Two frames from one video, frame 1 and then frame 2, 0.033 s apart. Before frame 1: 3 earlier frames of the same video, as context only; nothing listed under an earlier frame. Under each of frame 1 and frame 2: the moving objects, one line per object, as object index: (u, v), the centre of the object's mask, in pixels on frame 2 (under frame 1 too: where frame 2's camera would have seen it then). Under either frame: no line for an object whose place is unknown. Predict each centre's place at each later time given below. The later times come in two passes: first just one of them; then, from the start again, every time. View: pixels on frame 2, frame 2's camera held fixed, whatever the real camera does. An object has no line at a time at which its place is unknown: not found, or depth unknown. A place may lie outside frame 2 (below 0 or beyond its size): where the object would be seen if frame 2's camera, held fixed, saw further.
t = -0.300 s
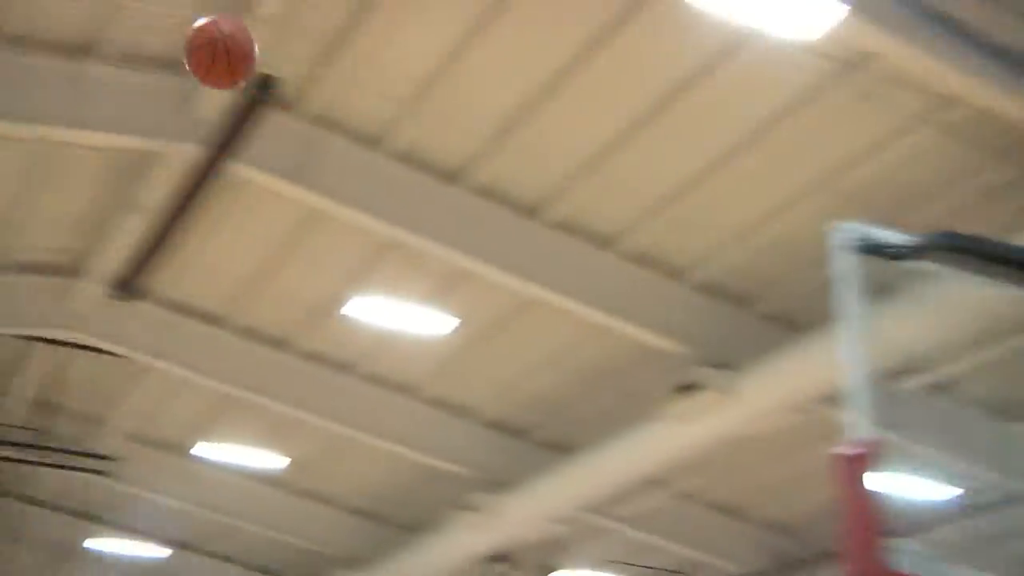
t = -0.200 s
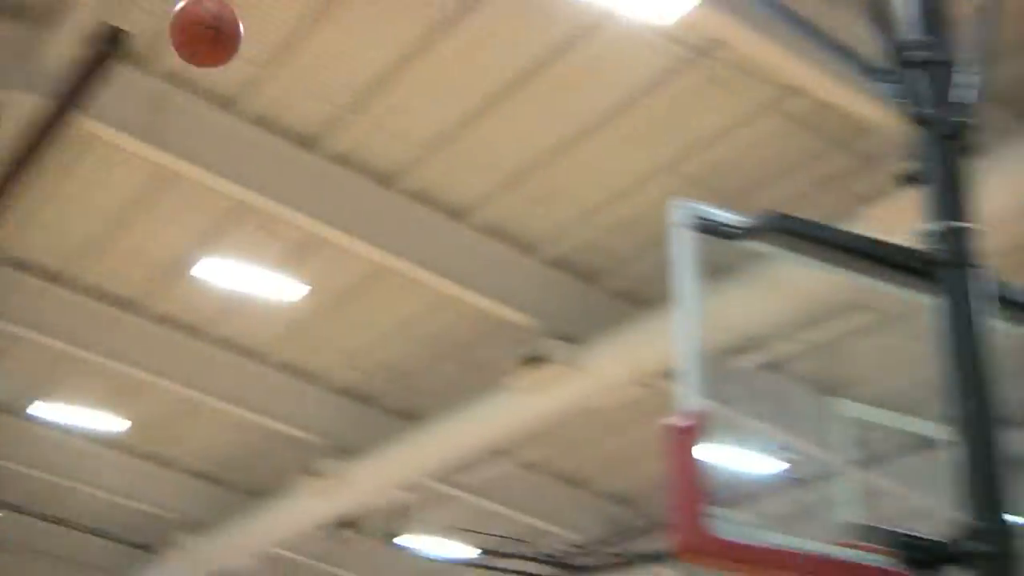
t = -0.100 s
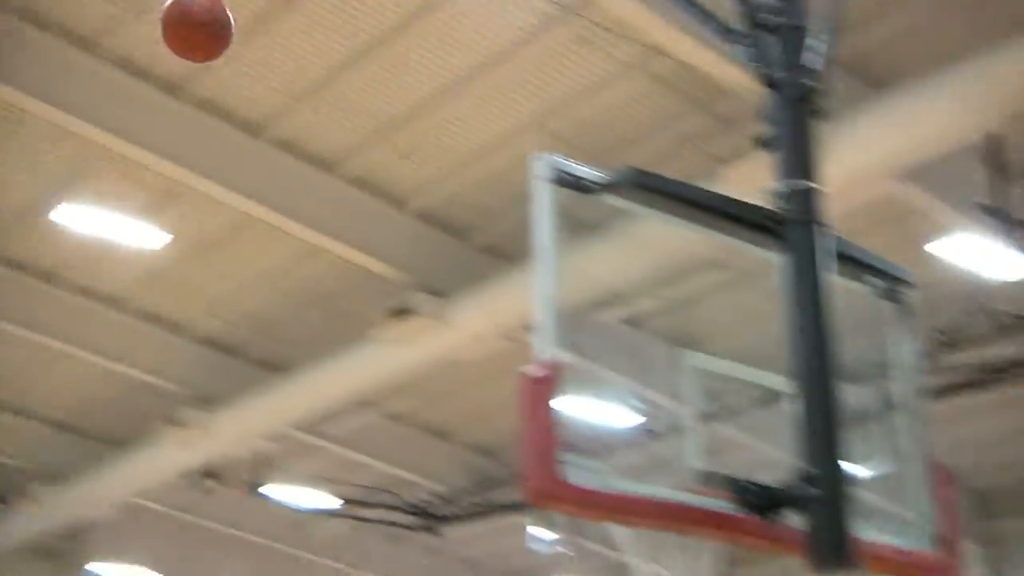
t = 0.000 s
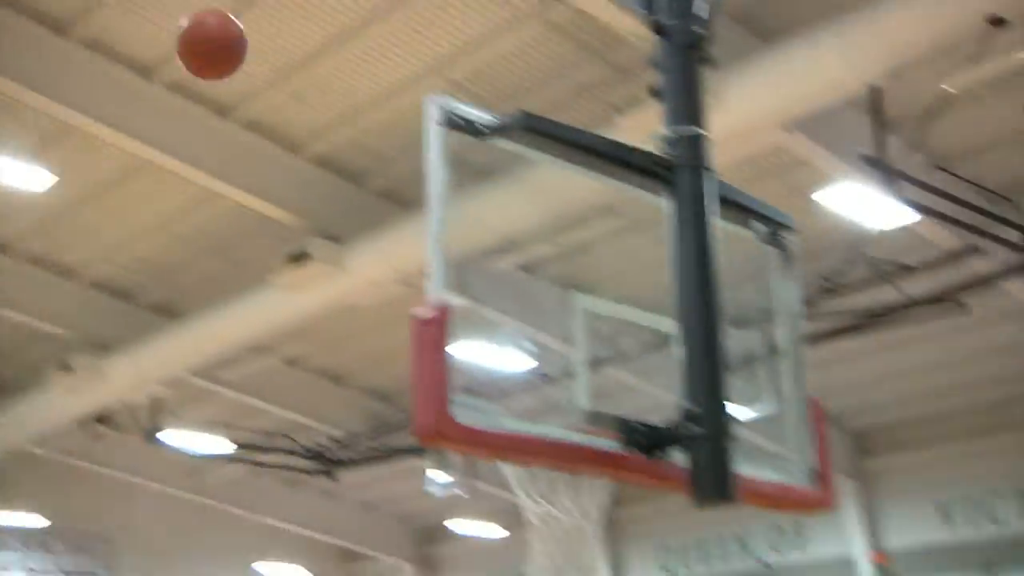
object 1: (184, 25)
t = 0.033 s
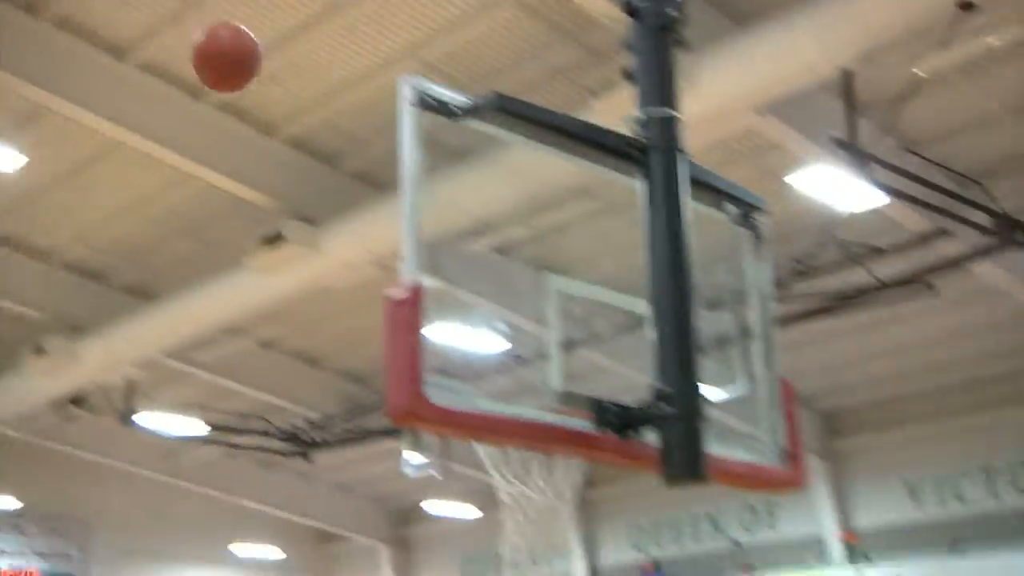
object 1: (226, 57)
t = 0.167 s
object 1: (376, 205)
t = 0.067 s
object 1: (268, 91)
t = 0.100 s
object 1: (306, 127)
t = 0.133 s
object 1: (344, 165)
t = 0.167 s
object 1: (376, 205)
